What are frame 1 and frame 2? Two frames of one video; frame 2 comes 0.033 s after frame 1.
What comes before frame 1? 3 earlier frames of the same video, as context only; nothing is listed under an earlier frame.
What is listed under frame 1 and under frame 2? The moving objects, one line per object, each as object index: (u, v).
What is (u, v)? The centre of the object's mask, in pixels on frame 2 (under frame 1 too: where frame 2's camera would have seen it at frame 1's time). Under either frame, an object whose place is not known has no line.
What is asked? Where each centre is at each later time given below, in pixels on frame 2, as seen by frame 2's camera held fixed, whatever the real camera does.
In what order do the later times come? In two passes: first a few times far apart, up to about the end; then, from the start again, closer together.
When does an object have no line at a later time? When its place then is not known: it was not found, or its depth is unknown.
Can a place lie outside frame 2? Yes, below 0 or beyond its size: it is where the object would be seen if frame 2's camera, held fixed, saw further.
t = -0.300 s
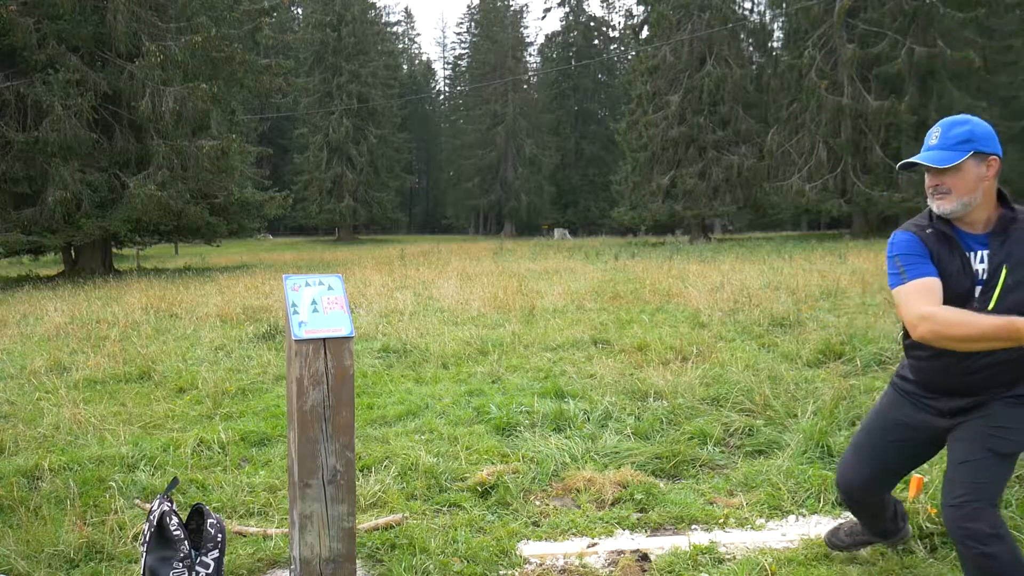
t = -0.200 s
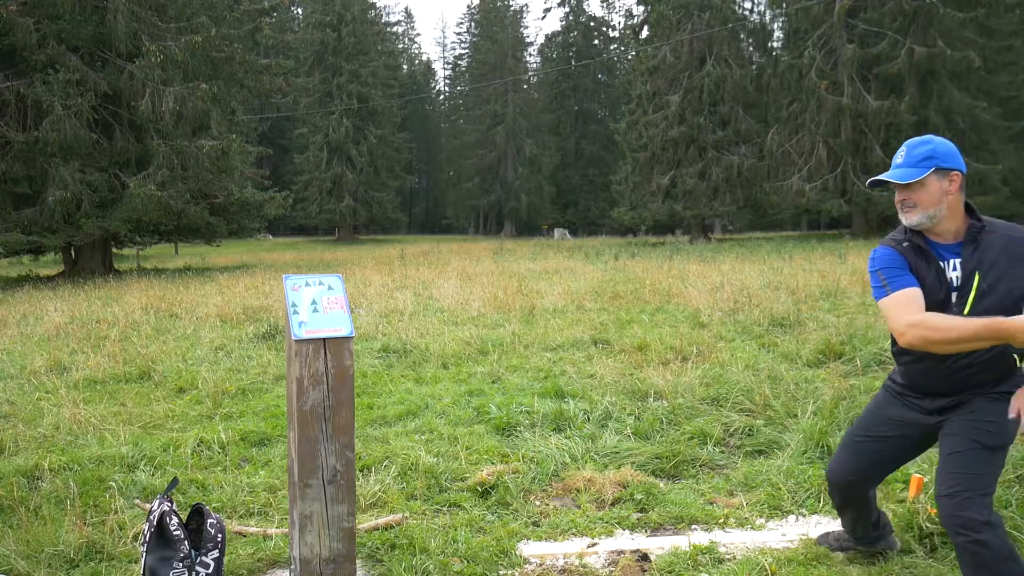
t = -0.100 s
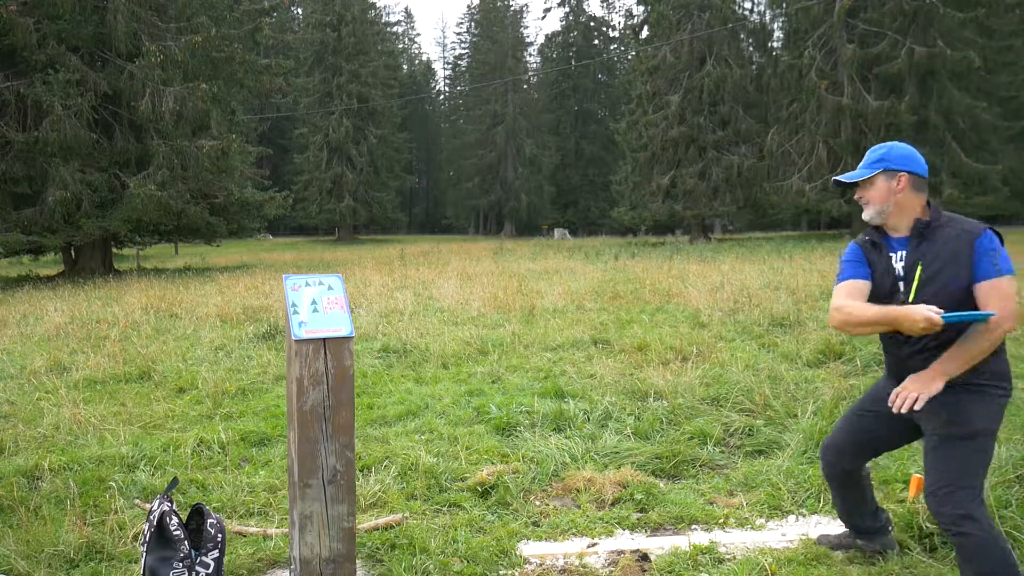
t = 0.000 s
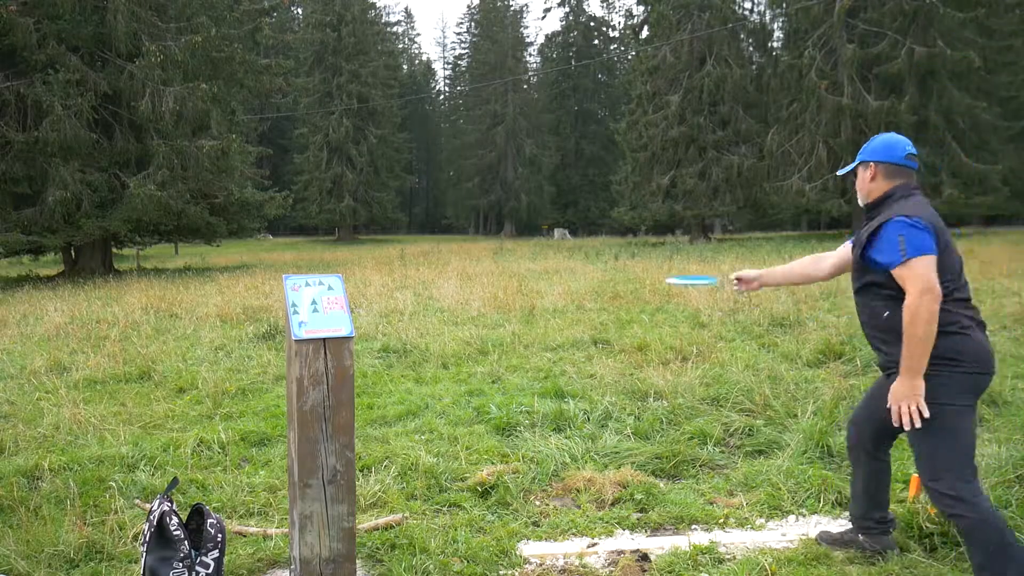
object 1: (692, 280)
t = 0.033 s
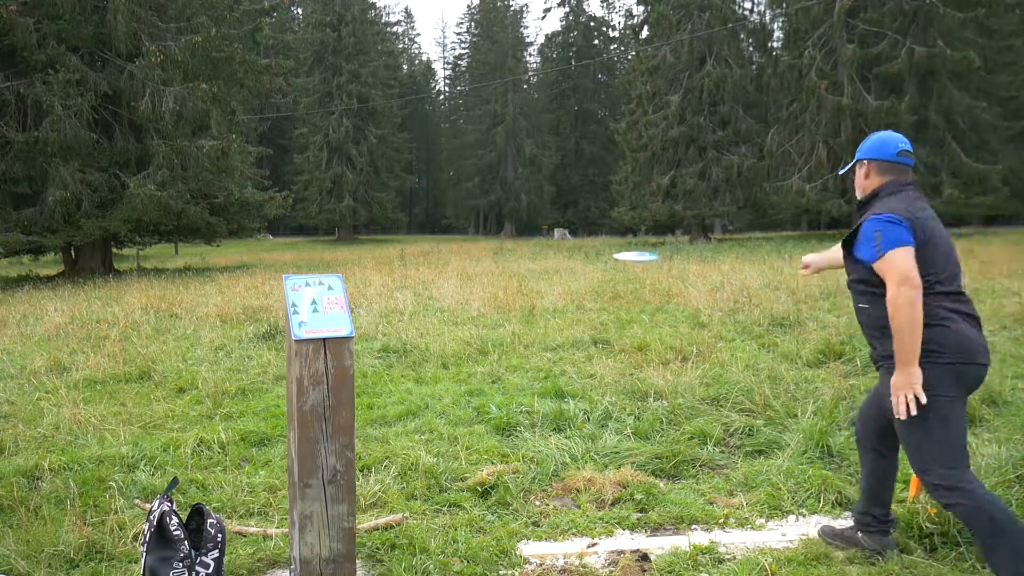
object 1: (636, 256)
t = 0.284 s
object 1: (476, 196)
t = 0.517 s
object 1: (434, 183)
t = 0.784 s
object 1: (415, 178)
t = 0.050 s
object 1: (614, 247)
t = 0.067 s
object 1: (595, 239)
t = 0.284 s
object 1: (476, 196)
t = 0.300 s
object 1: (471, 194)
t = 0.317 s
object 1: (467, 193)
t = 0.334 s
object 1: (464, 192)
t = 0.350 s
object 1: (460, 191)
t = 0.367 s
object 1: (456, 190)
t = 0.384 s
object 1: (453, 189)
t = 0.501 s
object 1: (436, 185)
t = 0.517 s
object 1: (434, 183)
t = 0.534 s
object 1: (432, 183)
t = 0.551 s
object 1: (431, 183)
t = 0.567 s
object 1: (429, 182)
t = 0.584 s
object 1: (427, 181)
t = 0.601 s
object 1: (426, 181)
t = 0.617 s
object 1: (424, 180)
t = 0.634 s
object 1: (424, 180)
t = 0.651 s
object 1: (423, 180)
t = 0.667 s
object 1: (422, 179)
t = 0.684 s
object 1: (420, 179)
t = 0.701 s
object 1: (419, 179)
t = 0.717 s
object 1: (418, 178)
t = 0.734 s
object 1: (417, 178)
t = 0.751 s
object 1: (416, 178)
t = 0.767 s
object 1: (415, 178)
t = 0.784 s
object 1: (415, 178)
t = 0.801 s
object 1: (414, 178)
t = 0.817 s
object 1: (414, 178)
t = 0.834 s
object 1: (413, 178)
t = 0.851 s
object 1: (412, 177)
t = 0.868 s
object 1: (412, 177)
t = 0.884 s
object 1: (412, 177)
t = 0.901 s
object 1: (412, 177)
